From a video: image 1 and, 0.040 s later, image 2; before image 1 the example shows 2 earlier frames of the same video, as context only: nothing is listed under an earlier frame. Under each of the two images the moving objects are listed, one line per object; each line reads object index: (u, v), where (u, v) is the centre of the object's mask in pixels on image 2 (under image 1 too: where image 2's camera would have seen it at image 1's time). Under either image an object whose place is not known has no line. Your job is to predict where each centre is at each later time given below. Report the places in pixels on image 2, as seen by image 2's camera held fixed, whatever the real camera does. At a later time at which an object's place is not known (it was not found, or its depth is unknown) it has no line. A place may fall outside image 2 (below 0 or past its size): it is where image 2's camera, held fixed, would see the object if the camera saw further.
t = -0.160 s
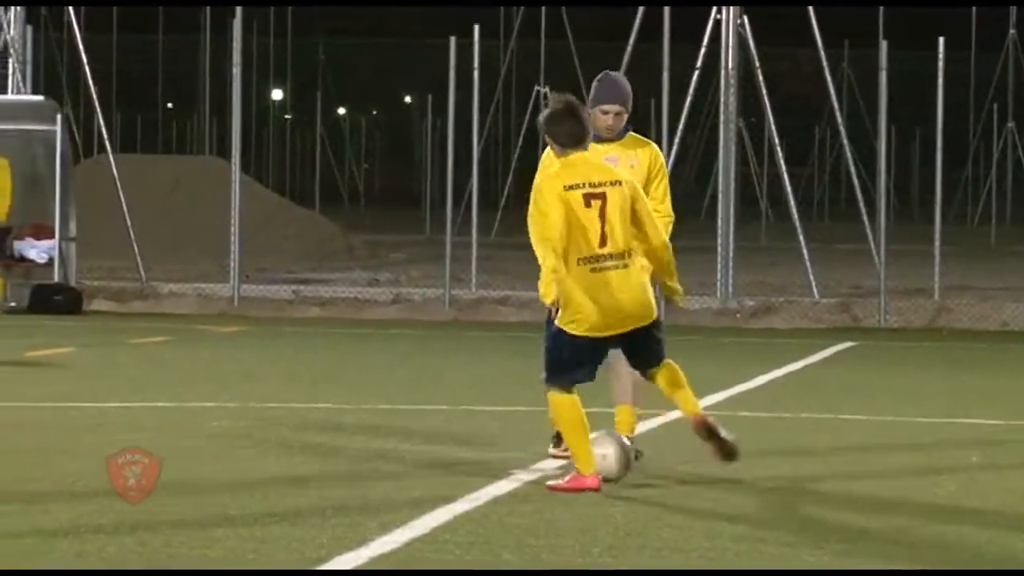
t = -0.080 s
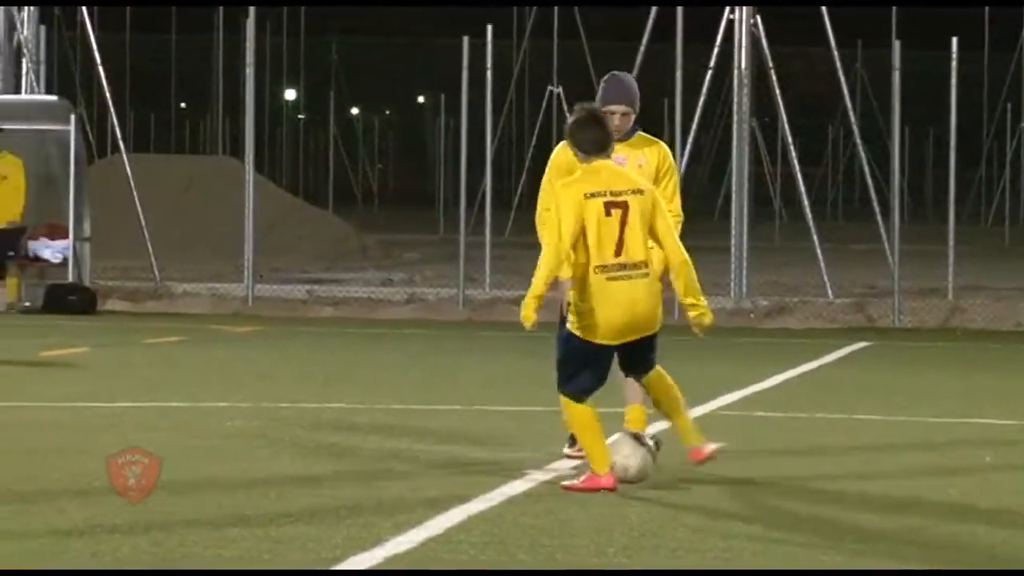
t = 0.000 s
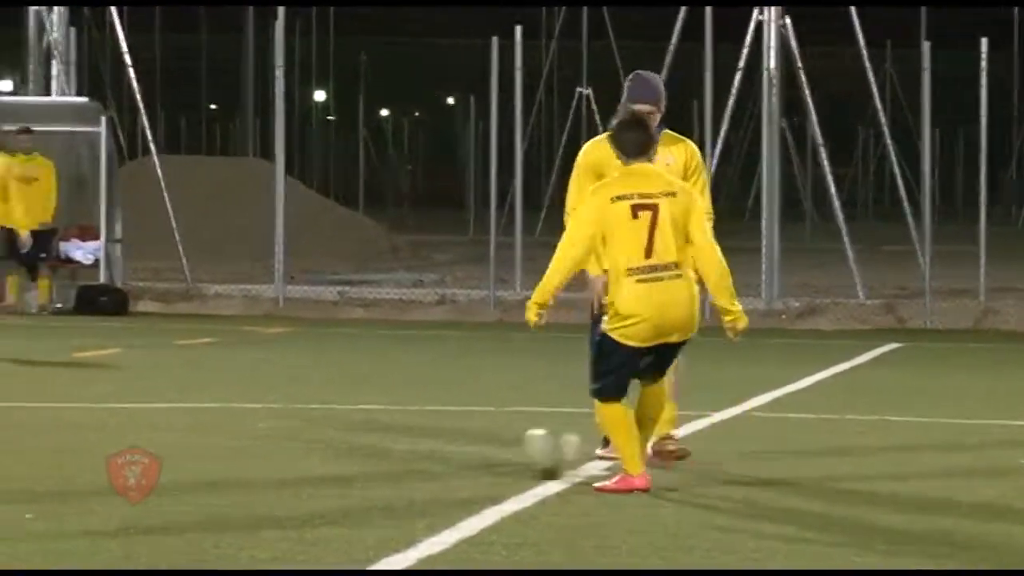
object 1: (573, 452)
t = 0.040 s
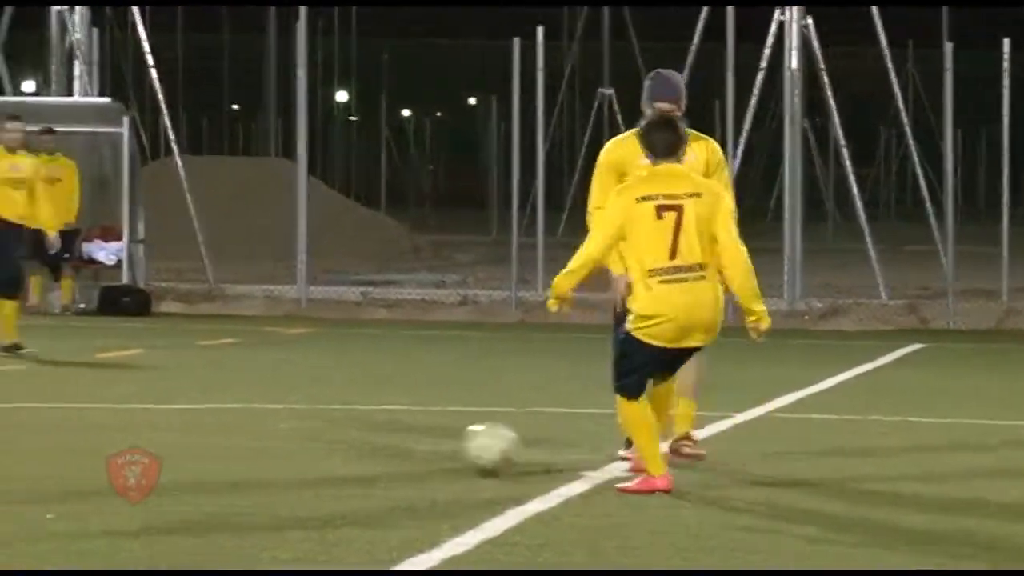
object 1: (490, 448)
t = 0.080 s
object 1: (404, 449)
